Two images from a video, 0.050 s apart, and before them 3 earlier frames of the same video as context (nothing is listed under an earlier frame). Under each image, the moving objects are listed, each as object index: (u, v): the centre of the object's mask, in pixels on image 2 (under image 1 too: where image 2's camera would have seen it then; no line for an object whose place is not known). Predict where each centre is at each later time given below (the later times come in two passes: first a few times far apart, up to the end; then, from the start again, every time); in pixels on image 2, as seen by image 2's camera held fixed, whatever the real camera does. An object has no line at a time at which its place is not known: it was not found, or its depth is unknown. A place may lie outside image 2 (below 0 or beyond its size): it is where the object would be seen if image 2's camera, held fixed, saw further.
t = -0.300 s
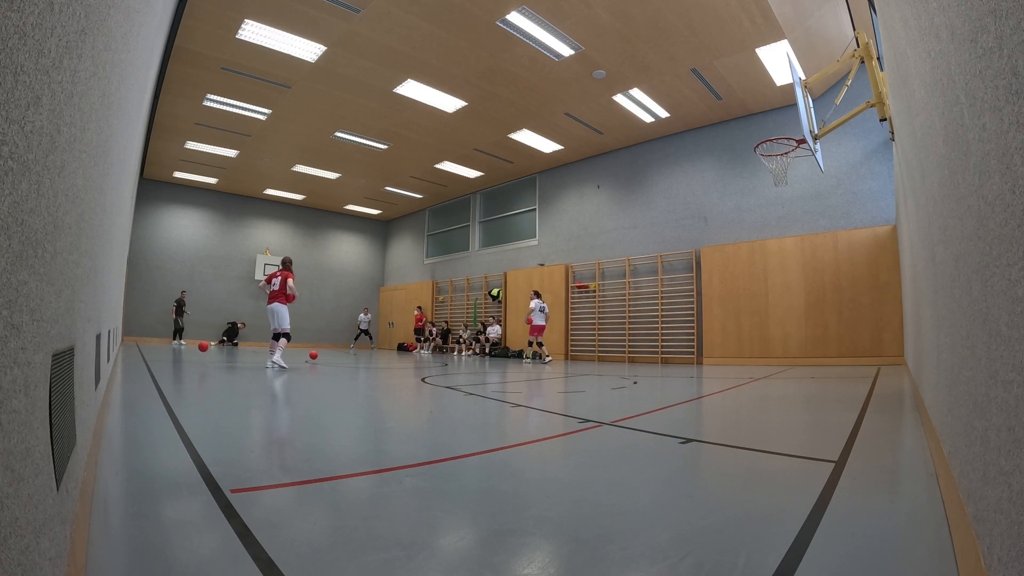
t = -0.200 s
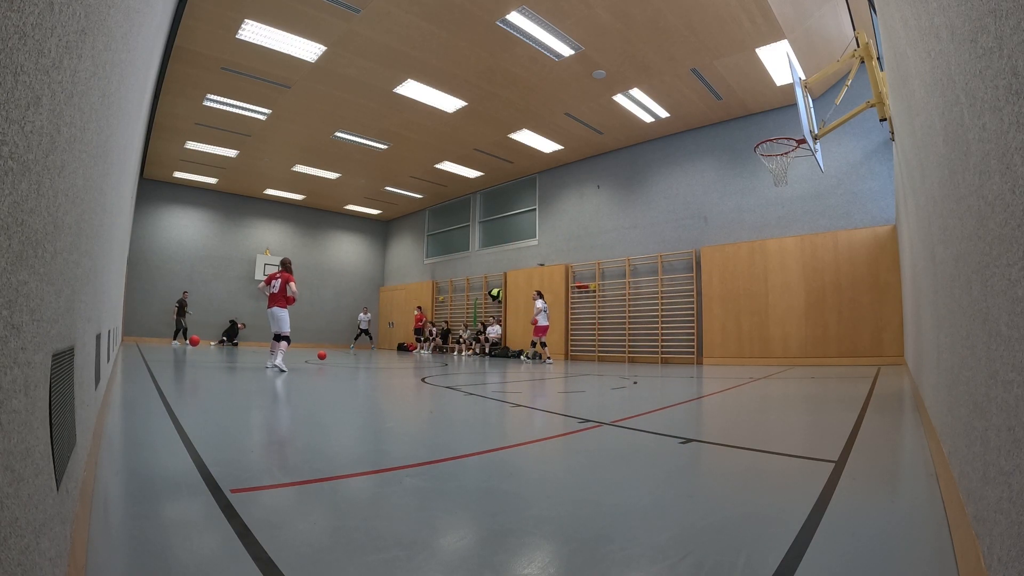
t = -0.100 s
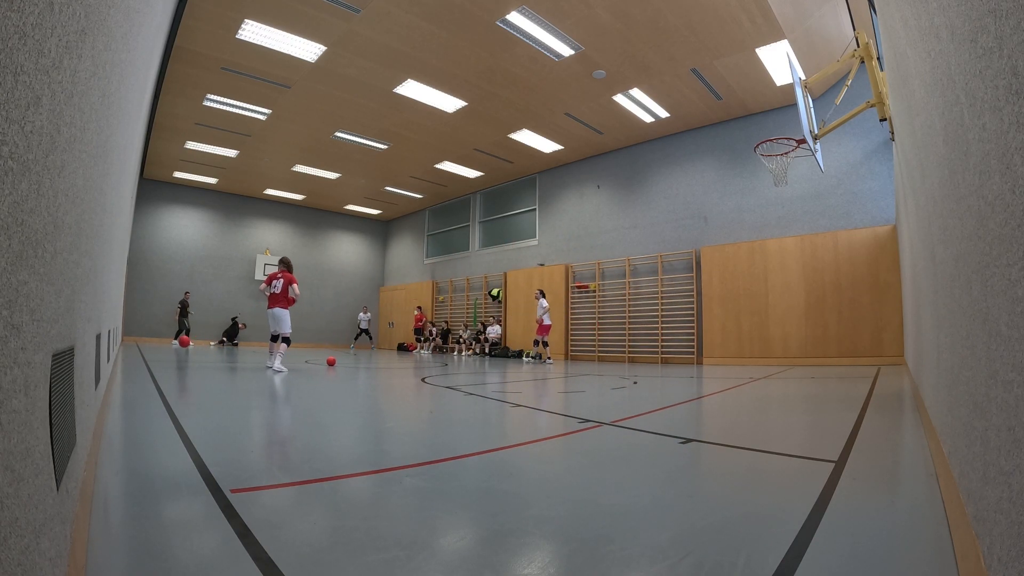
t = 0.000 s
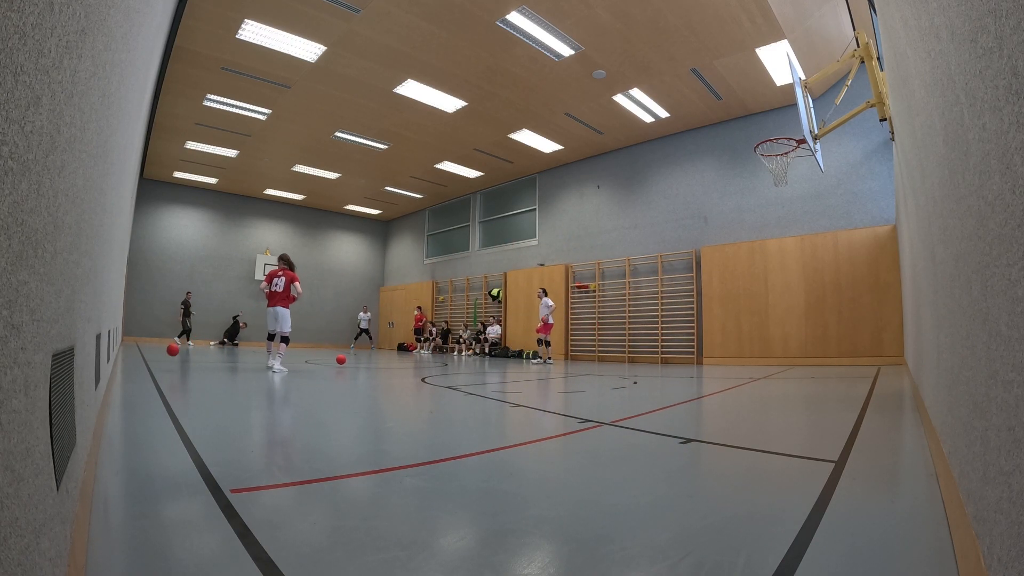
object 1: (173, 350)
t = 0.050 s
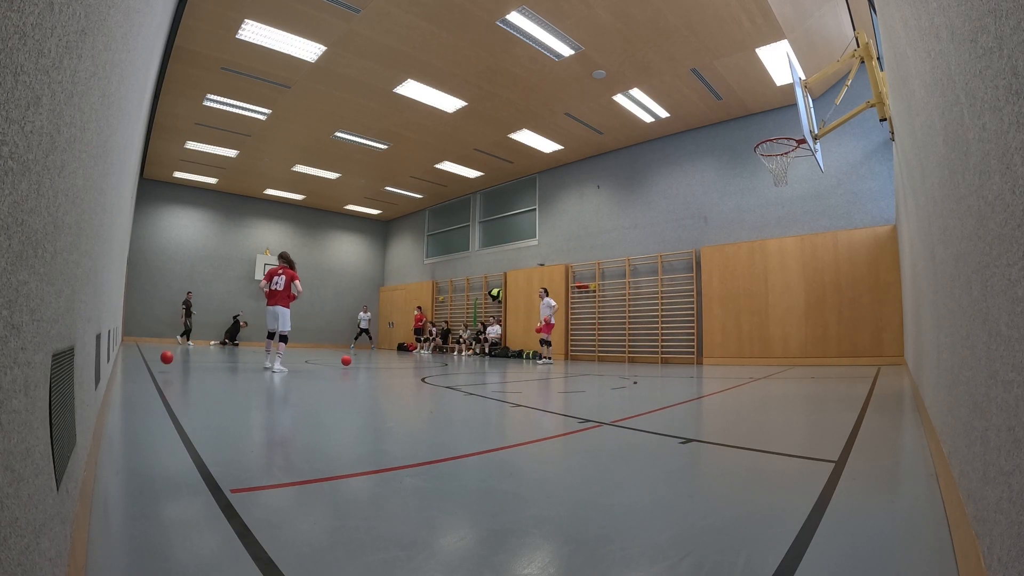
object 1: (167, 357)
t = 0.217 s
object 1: (144, 358)
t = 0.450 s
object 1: (130, 365)
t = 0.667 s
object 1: (161, 376)
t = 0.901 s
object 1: (194, 387)
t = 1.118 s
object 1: (231, 397)
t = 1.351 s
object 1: (278, 412)
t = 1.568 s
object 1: (332, 422)
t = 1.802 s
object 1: (403, 437)
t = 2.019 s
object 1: (484, 449)
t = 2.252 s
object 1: (586, 461)
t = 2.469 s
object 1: (691, 468)
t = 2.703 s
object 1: (808, 471)
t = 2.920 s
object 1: (910, 468)
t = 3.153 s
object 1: (871, 458)
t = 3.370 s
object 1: (834, 457)
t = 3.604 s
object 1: (799, 451)
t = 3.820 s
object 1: (770, 446)
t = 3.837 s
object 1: (768, 446)
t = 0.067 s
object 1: (165, 360)
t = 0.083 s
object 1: (162, 364)
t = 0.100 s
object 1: (160, 367)
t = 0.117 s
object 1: (158, 366)
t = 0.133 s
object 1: (156, 365)
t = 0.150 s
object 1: (153, 363)
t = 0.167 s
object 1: (151, 361)
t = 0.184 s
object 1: (149, 360)
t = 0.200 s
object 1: (146, 359)
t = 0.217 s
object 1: (144, 358)
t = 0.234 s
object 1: (141, 358)
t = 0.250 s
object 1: (139, 357)
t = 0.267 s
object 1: (136, 357)
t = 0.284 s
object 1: (133, 357)
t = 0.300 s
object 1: (130, 358)
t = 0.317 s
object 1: (128, 358)
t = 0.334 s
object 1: (124, 359)
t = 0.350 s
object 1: (122, 360)
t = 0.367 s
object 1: (120, 362)
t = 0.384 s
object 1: (121, 362)
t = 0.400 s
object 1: (123, 362)
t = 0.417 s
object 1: (126, 363)
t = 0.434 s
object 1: (128, 364)
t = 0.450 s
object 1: (130, 365)
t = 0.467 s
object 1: (133, 367)
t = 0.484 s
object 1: (135, 369)
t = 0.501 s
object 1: (137, 371)
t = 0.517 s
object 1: (140, 374)
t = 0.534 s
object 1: (143, 376)
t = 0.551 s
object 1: (145, 380)
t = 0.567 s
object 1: (148, 380)
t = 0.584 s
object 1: (150, 379)
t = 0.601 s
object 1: (152, 378)
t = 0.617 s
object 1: (154, 377)
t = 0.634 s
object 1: (156, 376)
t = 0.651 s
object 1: (158, 376)
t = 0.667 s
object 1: (161, 376)
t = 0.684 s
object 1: (163, 376)
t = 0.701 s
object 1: (165, 376)
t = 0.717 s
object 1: (167, 377)
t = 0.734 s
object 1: (170, 378)
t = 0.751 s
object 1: (172, 380)
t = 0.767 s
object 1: (174, 382)
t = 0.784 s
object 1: (177, 384)
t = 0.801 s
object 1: (179, 386)
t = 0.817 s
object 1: (182, 389)
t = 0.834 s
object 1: (184, 390)
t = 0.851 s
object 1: (187, 388)
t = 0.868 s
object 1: (189, 387)
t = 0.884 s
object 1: (192, 387)
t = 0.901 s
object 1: (194, 387)
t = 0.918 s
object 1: (197, 387)
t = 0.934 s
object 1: (200, 387)
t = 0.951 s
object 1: (202, 388)
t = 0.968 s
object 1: (205, 390)
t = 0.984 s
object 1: (208, 391)
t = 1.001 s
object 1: (210, 393)
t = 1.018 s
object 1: (213, 396)
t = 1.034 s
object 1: (216, 398)
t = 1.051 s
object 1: (219, 398)
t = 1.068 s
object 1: (222, 397)
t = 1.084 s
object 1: (225, 397)
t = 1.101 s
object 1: (228, 396)
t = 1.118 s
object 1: (231, 397)
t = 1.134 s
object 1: (234, 397)
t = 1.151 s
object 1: (237, 398)
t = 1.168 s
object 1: (240, 400)
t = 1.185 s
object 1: (243, 402)
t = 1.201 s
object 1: (246, 404)
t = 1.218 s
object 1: (250, 406)
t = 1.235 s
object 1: (253, 406)
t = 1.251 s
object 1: (256, 406)
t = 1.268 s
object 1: (260, 406)
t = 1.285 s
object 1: (263, 406)
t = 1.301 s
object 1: (267, 407)
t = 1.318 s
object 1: (270, 408)
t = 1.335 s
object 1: (274, 410)
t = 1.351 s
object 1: (278, 412)
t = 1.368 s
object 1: (282, 413)
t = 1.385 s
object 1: (285, 413)
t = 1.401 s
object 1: (289, 413)
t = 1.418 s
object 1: (293, 413)
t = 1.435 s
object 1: (297, 414)
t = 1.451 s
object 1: (301, 415)
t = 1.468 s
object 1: (305, 417)
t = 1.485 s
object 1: (309, 419)
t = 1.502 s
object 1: (314, 420)
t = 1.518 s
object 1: (318, 420)
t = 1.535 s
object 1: (322, 420)
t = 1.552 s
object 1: (327, 421)
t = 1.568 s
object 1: (332, 422)
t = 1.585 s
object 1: (336, 424)
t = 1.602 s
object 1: (341, 426)
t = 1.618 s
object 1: (346, 426)
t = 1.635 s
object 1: (350, 426)
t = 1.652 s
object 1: (355, 427)
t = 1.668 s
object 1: (360, 428)
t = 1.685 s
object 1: (365, 430)
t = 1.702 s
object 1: (370, 432)
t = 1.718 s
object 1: (376, 432)
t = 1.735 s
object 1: (381, 432)
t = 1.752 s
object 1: (386, 433)
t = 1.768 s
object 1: (392, 434)
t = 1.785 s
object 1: (397, 435)
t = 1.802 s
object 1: (403, 437)
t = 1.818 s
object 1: (409, 438)
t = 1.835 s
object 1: (414, 438)
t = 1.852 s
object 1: (420, 439)
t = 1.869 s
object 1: (426, 440)
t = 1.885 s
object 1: (432, 442)
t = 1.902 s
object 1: (438, 443)
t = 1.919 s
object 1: (445, 443)
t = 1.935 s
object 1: (451, 445)
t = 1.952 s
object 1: (457, 446)
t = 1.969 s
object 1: (464, 447)
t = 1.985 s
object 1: (470, 447)
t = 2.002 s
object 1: (477, 448)
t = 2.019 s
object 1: (484, 449)
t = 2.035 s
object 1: (491, 451)
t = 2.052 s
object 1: (497, 451)
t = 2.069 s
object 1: (504, 452)
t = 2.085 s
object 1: (511, 453)
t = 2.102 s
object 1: (519, 454)
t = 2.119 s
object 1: (526, 455)
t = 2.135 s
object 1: (533, 456)
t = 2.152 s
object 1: (540, 456)
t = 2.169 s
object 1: (548, 457)
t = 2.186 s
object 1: (555, 458)
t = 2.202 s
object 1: (563, 459)
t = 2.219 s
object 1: (570, 459)
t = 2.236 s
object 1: (578, 460)
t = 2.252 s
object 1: (586, 461)
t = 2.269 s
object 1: (594, 461)
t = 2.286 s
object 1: (602, 462)
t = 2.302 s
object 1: (610, 463)
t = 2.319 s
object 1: (618, 463)
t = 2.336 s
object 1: (626, 464)
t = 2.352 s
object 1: (634, 465)
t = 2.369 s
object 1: (642, 465)
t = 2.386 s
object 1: (650, 465)
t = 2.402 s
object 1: (658, 466)
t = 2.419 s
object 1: (667, 467)
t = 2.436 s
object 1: (675, 467)
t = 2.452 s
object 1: (683, 468)
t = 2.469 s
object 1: (691, 468)
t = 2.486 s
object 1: (700, 469)
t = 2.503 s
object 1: (708, 469)
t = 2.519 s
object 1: (717, 469)
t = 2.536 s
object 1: (725, 469)
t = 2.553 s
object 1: (733, 470)
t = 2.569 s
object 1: (742, 470)
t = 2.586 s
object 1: (750, 471)
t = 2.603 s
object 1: (759, 471)
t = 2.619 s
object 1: (767, 471)
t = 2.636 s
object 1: (775, 471)
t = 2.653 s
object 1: (784, 471)
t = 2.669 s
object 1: (792, 471)
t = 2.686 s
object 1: (800, 471)
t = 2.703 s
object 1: (808, 471)
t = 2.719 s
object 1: (817, 471)
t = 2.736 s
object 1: (825, 471)
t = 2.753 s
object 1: (833, 471)
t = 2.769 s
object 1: (841, 471)
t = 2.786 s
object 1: (849, 470)
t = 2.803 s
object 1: (856, 470)
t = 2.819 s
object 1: (865, 470)
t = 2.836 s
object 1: (872, 470)
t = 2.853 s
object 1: (880, 470)
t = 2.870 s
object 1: (888, 470)
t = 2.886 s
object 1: (895, 469)
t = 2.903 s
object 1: (903, 469)
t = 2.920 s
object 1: (910, 468)
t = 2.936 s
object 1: (918, 468)
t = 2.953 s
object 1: (923, 467)
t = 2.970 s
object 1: (919, 464)
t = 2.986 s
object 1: (914, 462)
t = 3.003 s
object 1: (909, 460)
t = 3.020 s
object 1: (904, 459)
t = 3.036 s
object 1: (898, 459)
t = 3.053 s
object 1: (893, 460)
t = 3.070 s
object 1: (888, 461)
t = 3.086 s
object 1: (883, 463)
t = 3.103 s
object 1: (880, 463)
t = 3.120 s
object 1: (877, 460)
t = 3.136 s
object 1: (874, 459)
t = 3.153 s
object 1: (871, 458)
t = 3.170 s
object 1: (868, 458)
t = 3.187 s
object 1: (865, 459)
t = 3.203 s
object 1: (862, 460)
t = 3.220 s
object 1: (859, 460)
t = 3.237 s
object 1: (856, 458)
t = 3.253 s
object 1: (853, 458)
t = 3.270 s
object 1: (850, 457)
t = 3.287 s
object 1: (848, 458)
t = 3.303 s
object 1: (845, 458)
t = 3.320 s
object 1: (842, 457)
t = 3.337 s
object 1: (839, 457)
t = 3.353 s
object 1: (837, 456)
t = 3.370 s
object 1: (834, 457)
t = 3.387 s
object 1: (831, 455)
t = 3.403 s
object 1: (828, 455)
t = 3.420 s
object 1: (826, 455)
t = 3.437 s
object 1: (823, 455)
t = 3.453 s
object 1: (821, 454)
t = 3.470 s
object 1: (818, 454)
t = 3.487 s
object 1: (816, 453)
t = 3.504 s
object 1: (813, 453)
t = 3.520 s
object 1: (811, 453)
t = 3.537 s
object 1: (808, 452)
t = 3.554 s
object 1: (806, 452)
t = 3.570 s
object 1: (803, 452)
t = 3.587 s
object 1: (801, 451)
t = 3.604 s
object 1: (799, 451)
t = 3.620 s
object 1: (796, 451)
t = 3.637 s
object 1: (794, 450)
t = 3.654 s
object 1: (792, 450)
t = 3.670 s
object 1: (790, 450)
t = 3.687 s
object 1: (787, 449)
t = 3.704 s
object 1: (785, 449)
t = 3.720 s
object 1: (783, 448)
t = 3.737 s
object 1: (781, 448)
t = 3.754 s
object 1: (779, 448)
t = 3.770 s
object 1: (776, 448)
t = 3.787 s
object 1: (774, 447)
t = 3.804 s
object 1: (772, 447)
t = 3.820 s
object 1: (770, 446)
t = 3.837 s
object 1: (768, 446)
